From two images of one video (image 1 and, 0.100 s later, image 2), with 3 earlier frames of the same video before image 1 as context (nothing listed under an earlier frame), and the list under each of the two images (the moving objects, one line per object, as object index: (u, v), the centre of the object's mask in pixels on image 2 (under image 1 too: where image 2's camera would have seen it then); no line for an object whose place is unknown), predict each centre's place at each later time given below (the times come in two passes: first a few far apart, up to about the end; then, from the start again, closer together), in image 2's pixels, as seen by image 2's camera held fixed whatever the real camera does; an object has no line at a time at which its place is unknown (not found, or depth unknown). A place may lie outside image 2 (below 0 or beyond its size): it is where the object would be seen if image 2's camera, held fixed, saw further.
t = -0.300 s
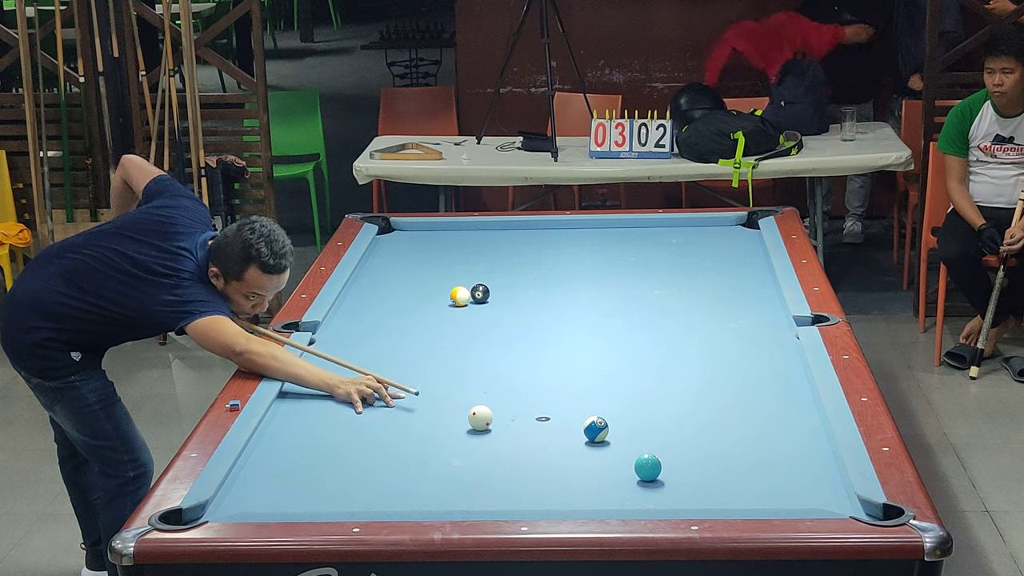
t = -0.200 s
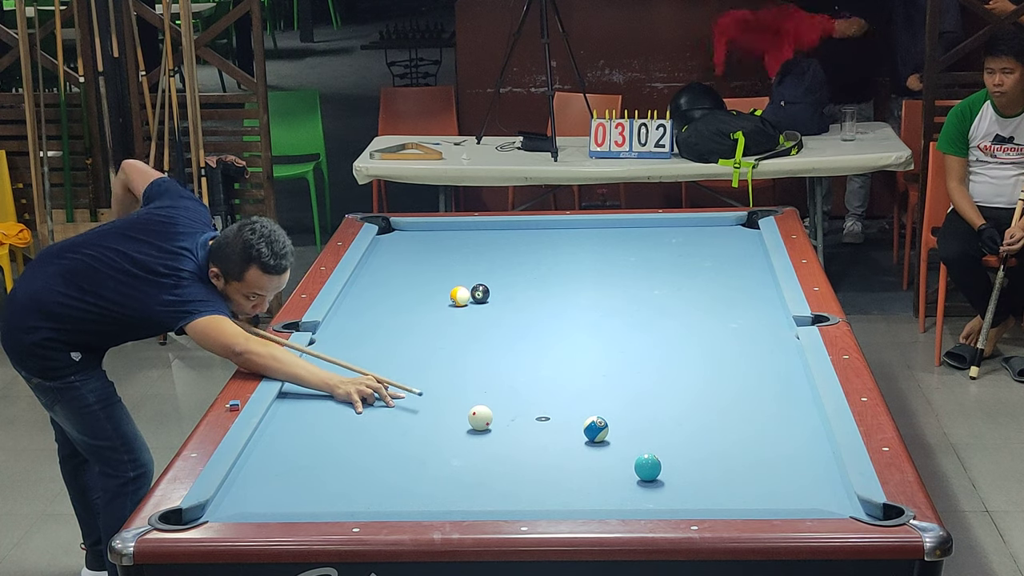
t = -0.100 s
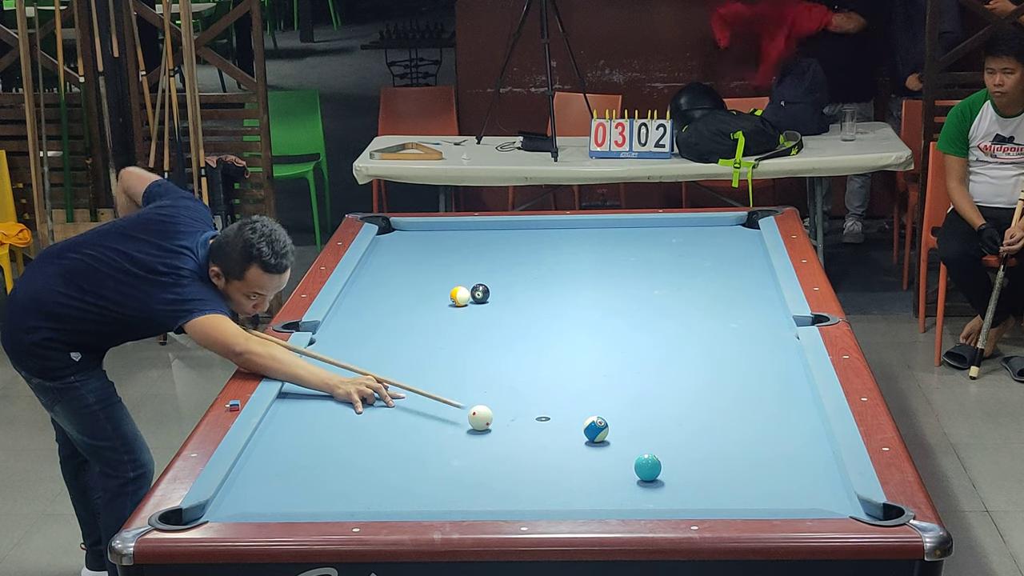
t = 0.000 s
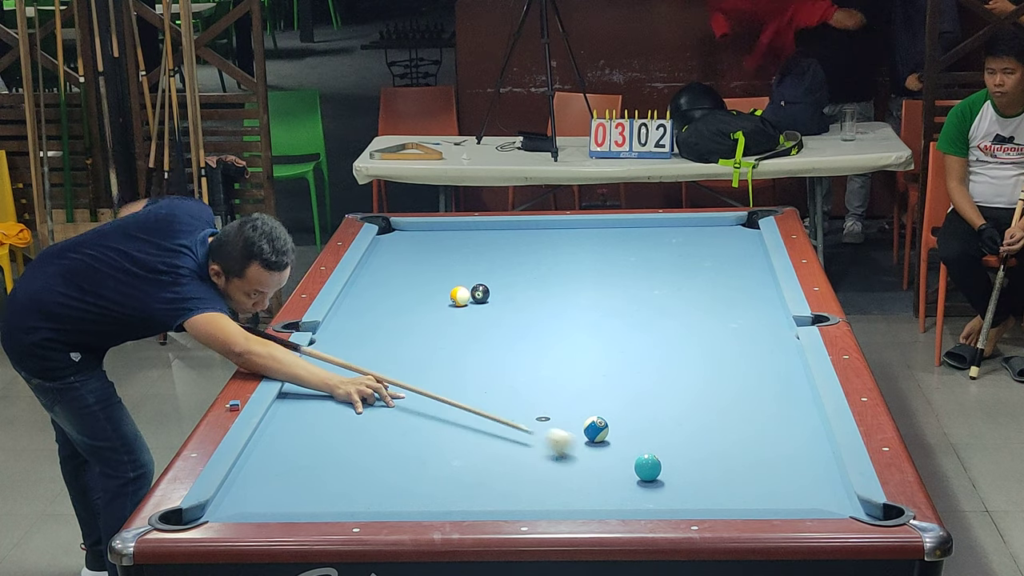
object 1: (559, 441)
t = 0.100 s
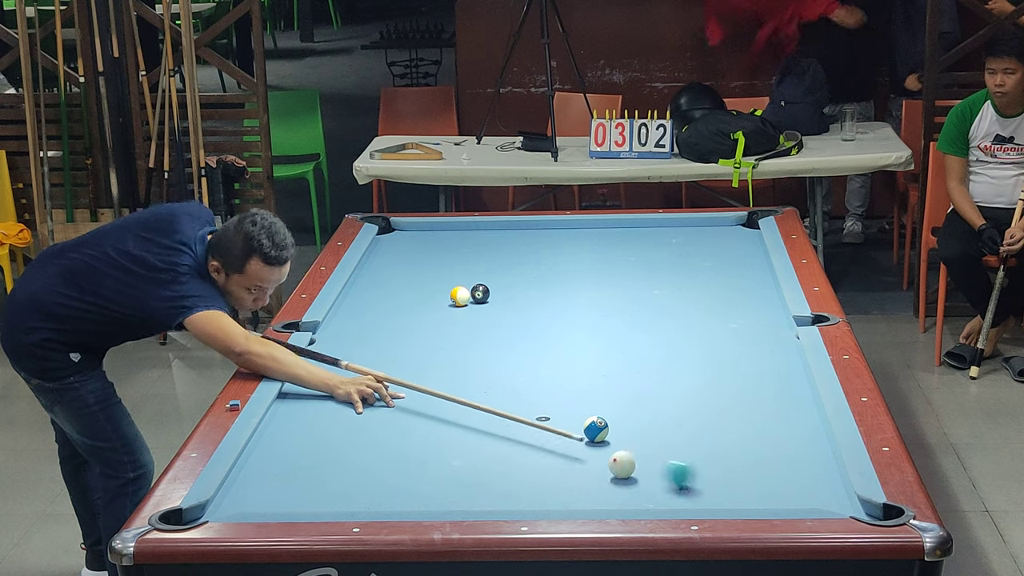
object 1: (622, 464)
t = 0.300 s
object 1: (641, 486)
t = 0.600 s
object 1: (713, 496)
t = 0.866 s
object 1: (783, 477)
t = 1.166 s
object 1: (811, 457)
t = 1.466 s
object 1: (763, 440)
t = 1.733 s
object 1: (726, 427)
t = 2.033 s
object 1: (688, 414)
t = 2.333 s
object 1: (654, 403)
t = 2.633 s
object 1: (625, 393)
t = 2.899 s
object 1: (601, 385)
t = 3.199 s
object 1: (578, 377)
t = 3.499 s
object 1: (558, 370)
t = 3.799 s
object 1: (541, 364)
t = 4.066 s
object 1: (529, 360)
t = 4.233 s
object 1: (526, 357)
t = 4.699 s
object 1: (501, 352)
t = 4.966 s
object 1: (500, 351)
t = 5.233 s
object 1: (497, 351)
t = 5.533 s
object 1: (495, 350)
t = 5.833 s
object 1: (495, 350)
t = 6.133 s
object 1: (496, 350)
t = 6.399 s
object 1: (496, 350)
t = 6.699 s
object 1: (496, 350)
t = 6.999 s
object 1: (496, 350)
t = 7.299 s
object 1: (496, 350)
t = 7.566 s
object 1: (496, 350)
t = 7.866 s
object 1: (496, 350)
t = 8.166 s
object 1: (496, 350)
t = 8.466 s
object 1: (496, 350)
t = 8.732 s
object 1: (496, 350)
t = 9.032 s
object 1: (496, 350)
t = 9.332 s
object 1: (496, 350)
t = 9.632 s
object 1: (496, 350)
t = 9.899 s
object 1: (496, 350)
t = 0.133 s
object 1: (621, 468)
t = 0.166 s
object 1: (622, 470)
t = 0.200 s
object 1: (625, 474)
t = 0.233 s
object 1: (629, 478)
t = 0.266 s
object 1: (635, 482)
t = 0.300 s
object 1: (641, 486)
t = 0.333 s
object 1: (647, 491)
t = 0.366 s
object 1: (654, 494)
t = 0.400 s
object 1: (661, 497)
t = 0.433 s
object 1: (668, 500)
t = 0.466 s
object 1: (675, 502)
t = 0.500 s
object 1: (684, 501)
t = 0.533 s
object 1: (694, 499)
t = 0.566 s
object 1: (704, 497)
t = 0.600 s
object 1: (713, 496)
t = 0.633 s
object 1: (722, 494)
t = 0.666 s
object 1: (731, 492)
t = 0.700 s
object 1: (740, 490)
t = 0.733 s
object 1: (749, 487)
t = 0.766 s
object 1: (758, 484)
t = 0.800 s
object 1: (766, 482)
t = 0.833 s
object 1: (775, 480)
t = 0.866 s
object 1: (783, 477)
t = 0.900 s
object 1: (791, 475)
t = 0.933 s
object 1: (800, 472)
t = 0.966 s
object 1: (808, 470)
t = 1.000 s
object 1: (816, 468)
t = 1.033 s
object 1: (824, 465)
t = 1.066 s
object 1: (828, 463)
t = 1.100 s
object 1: (823, 461)
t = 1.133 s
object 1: (817, 459)
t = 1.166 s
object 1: (811, 457)
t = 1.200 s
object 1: (806, 455)
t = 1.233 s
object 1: (800, 453)
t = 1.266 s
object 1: (795, 451)
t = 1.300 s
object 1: (789, 449)
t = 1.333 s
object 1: (784, 448)
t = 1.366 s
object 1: (779, 446)
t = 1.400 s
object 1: (774, 444)
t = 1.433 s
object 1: (769, 442)
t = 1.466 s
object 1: (763, 440)
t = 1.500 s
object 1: (758, 438)
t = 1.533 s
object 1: (754, 437)
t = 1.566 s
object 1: (749, 435)
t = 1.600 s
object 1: (744, 433)
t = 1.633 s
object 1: (740, 432)
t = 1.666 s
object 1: (735, 430)
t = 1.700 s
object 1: (730, 429)
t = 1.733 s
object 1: (726, 427)
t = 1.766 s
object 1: (721, 425)
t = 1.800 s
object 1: (717, 424)
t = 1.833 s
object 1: (712, 423)
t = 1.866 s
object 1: (708, 421)
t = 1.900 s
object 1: (704, 420)
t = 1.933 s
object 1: (700, 418)
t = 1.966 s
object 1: (696, 417)
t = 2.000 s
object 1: (692, 415)
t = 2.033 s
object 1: (688, 414)
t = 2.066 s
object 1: (684, 413)
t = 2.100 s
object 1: (680, 411)
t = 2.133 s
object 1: (676, 410)
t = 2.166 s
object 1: (673, 409)
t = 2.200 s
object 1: (669, 407)
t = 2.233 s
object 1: (665, 406)
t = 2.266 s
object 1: (662, 405)
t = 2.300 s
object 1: (658, 404)
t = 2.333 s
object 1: (654, 403)
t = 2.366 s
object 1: (651, 401)
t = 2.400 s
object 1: (647, 400)
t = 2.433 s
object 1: (644, 399)
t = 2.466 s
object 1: (641, 398)
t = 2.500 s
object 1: (637, 397)
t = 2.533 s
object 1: (634, 396)
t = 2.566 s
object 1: (631, 394)
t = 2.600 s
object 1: (628, 394)
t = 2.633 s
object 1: (625, 393)
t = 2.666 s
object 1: (622, 392)
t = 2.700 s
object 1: (618, 391)
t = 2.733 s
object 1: (615, 390)
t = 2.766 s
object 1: (612, 389)
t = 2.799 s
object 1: (609, 388)
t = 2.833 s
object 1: (607, 387)
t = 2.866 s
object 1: (604, 386)
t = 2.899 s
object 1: (601, 385)
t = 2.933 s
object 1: (598, 384)
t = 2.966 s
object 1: (596, 383)
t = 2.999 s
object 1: (593, 382)
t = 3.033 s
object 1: (590, 381)
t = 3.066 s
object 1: (588, 380)
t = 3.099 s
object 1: (585, 379)
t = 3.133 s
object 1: (583, 378)
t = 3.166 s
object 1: (580, 378)
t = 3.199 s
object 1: (578, 377)
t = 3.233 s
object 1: (576, 376)
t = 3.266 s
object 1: (573, 375)
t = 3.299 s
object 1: (571, 374)
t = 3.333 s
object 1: (569, 374)
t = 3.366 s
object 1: (566, 373)
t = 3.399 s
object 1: (564, 372)
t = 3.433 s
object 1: (562, 372)
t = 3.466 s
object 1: (560, 371)
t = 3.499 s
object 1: (558, 370)
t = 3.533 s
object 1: (556, 370)
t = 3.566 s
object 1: (554, 369)
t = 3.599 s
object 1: (552, 368)
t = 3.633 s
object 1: (550, 367)
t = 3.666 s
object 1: (548, 367)
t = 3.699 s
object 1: (546, 366)
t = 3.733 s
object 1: (545, 365)
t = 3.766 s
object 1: (543, 365)
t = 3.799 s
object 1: (541, 364)
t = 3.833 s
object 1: (539, 364)
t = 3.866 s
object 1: (538, 363)
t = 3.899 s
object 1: (536, 363)
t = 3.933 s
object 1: (534, 362)
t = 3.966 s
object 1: (533, 362)
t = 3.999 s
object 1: (533, 362)
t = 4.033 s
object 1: (530, 361)
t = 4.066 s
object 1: (529, 360)
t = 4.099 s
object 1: (527, 360)
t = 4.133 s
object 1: (526, 359)
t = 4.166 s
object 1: (524, 359)
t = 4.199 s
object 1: (523, 359)
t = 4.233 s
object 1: (526, 357)
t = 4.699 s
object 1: (501, 352)
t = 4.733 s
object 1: (505, 353)
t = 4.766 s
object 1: (505, 353)
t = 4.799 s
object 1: (504, 353)
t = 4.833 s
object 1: (503, 352)
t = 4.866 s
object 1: (502, 352)
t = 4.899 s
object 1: (502, 352)
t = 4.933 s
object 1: (501, 352)
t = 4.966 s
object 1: (500, 351)
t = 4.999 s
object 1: (500, 351)
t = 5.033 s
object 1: (499, 351)
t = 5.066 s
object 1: (499, 351)
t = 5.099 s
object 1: (498, 351)
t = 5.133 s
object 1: (498, 351)
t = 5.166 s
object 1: (498, 350)
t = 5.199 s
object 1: (497, 351)
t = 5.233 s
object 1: (497, 351)
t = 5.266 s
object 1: (497, 350)
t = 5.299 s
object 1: (497, 351)
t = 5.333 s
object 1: (496, 350)
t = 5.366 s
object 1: (496, 350)
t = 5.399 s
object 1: (496, 350)
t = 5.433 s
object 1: (496, 350)
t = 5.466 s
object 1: (496, 350)
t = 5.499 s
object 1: (496, 350)
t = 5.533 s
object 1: (495, 350)
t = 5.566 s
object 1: (495, 350)
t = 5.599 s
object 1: (495, 350)
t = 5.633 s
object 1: (495, 350)
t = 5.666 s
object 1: (495, 350)
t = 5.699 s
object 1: (495, 350)
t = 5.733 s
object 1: (495, 350)
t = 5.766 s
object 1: (496, 350)
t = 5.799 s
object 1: (495, 350)
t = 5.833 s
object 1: (495, 350)
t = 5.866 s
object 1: (495, 350)
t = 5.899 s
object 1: (495, 350)
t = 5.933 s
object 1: (496, 350)
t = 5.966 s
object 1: (496, 350)
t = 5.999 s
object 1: (496, 350)
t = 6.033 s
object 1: (496, 350)
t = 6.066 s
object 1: (496, 350)
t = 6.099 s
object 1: (496, 350)
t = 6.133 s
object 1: (496, 350)
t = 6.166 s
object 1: (496, 350)
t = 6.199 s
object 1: (496, 350)
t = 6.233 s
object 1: (496, 350)
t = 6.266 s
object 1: (496, 350)
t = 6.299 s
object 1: (496, 350)
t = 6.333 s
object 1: (496, 350)
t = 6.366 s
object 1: (496, 350)
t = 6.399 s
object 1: (496, 350)
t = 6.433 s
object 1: (496, 350)
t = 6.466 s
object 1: (496, 350)
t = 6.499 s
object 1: (496, 350)
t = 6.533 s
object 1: (496, 350)
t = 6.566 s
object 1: (496, 350)
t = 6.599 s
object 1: (496, 350)
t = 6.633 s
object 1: (496, 350)
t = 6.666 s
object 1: (496, 350)
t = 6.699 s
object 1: (496, 350)
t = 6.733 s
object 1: (496, 350)
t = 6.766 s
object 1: (496, 350)
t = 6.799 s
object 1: (496, 350)
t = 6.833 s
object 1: (496, 350)
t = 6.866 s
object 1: (496, 350)
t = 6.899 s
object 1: (496, 350)
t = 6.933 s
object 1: (496, 350)
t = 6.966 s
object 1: (496, 350)
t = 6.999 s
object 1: (496, 350)
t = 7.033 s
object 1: (496, 350)
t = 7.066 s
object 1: (496, 350)
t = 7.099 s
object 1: (496, 350)
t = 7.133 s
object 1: (496, 350)
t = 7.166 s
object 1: (496, 350)
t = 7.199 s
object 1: (496, 350)
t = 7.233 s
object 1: (496, 350)
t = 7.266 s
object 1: (496, 350)
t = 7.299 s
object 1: (496, 350)
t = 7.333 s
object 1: (496, 350)
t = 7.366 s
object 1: (496, 350)
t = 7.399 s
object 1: (496, 350)
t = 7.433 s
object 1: (496, 350)
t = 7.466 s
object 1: (496, 350)
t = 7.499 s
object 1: (496, 350)
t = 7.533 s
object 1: (496, 350)
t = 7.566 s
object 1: (496, 350)
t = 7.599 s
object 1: (496, 350)
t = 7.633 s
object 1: (496, 350)
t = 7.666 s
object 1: (496, 350)
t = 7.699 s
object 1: (496, 350)
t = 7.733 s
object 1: (496, 350)
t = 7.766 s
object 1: (496, 350)
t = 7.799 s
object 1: (496, 350)
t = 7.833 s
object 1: (496, 350)
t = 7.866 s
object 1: (496, 350)
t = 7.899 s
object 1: (496, 350)
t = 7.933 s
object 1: (496, 350)
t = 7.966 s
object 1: (496, 350)
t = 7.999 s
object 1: (496, 350)
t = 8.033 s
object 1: (496, 350)
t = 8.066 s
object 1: (496, 350)
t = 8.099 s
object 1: (496, 350)
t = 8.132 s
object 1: (496, 350)
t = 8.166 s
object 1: (496, 350)
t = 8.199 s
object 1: (496, 350)
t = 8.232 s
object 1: (496, 350)
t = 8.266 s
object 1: (496, 350)
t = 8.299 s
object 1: (496, 350)
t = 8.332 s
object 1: (496, 350)
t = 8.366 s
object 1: (496, 350)
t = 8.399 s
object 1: (496, 350)
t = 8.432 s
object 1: (496, 350)
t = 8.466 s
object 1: (496, 350)
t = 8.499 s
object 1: (496, 350)
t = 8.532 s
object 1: (496, 350)
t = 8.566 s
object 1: (496, 350)
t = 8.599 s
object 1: (496, 350)
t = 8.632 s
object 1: (496, 350)
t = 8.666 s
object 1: (496, 350)
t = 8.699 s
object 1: (496, 350)
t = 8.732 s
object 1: (496, 350)
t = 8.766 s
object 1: (496, 350)
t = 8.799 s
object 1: (496, 350)
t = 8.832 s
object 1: (496, 350)
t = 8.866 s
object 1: (496, 350)
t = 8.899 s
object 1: (496, 350)
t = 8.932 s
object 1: (496, 350)
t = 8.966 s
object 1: (496, 350)
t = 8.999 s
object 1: (496, 350)
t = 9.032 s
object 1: (496, 350)
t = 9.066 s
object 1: (496, 350)
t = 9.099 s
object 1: (496, 350)
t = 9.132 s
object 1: (496, 350)
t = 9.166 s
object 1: (496, 350)
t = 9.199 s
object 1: (496, 350)
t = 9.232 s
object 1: (496, 350)
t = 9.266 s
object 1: (496, 350)
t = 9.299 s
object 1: (496, 350)
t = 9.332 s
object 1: (496, 350)
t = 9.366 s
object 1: (496, 350)
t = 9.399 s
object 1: (496, 350)
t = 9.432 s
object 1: (496, 350)
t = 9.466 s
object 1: (496, 350)
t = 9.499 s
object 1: (496, 350)
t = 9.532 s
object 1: (496, 350)
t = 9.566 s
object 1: (496, 350)
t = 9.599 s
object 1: (496, 350)
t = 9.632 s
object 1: (496, 350)
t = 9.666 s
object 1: (496, 350)
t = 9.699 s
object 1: (496, 350)
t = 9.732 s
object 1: (496, 350)
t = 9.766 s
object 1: (496, 350)
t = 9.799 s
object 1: (496, 350)
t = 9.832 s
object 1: (496, 350)
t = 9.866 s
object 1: (496, 350)
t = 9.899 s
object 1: (496, 350)
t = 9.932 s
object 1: (496, 350)
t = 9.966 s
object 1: (496, 350)
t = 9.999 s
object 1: (496, 350)
